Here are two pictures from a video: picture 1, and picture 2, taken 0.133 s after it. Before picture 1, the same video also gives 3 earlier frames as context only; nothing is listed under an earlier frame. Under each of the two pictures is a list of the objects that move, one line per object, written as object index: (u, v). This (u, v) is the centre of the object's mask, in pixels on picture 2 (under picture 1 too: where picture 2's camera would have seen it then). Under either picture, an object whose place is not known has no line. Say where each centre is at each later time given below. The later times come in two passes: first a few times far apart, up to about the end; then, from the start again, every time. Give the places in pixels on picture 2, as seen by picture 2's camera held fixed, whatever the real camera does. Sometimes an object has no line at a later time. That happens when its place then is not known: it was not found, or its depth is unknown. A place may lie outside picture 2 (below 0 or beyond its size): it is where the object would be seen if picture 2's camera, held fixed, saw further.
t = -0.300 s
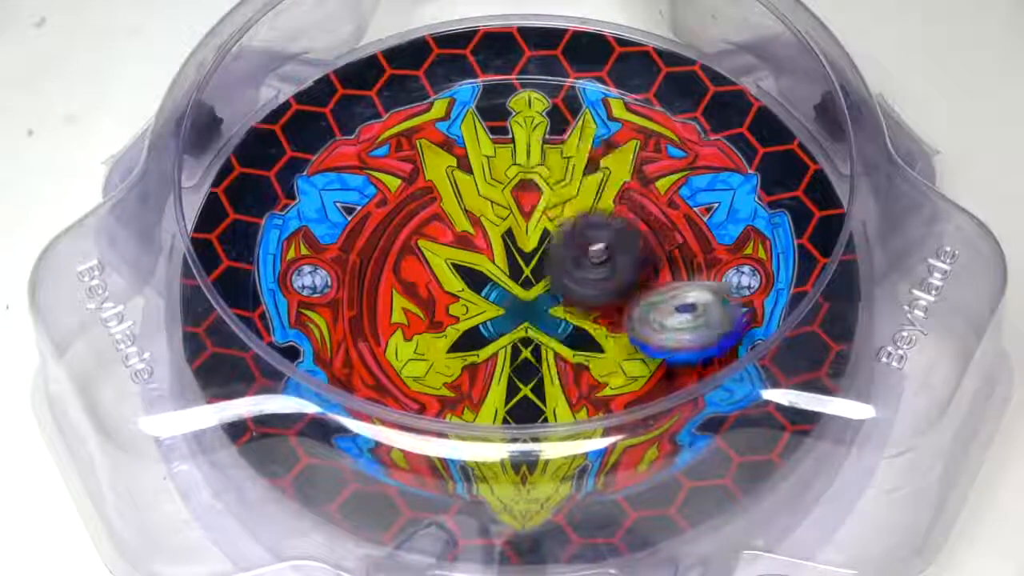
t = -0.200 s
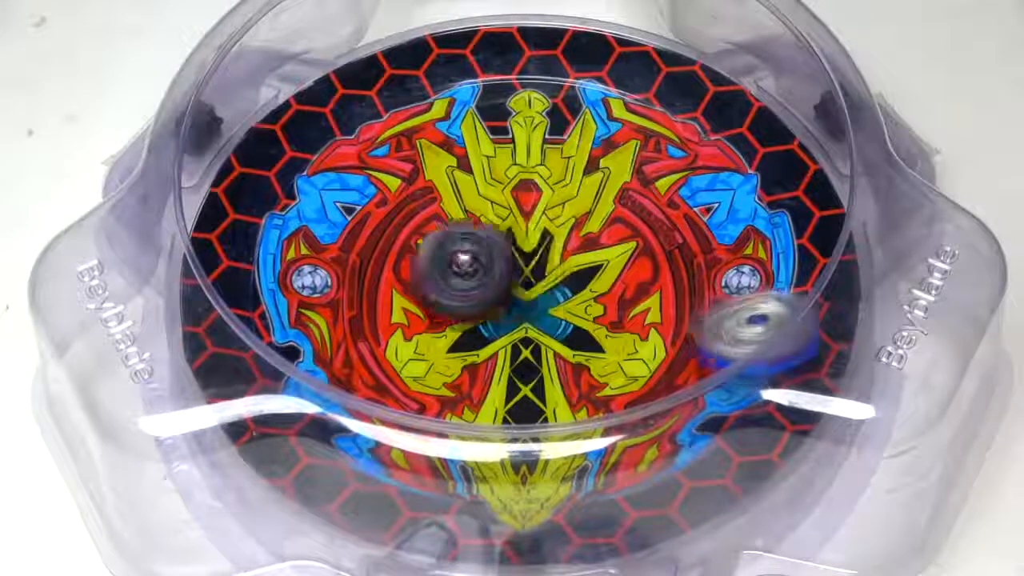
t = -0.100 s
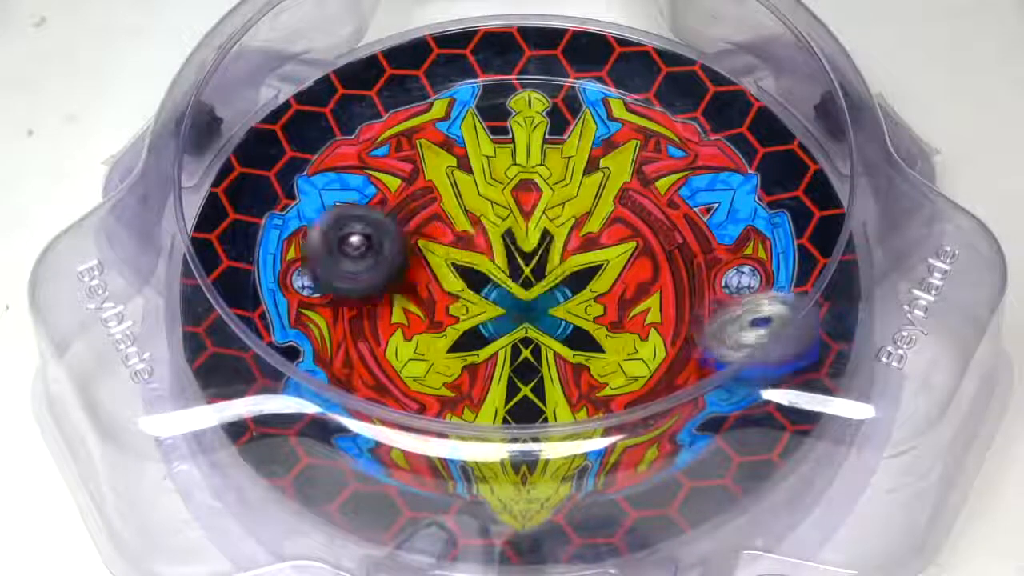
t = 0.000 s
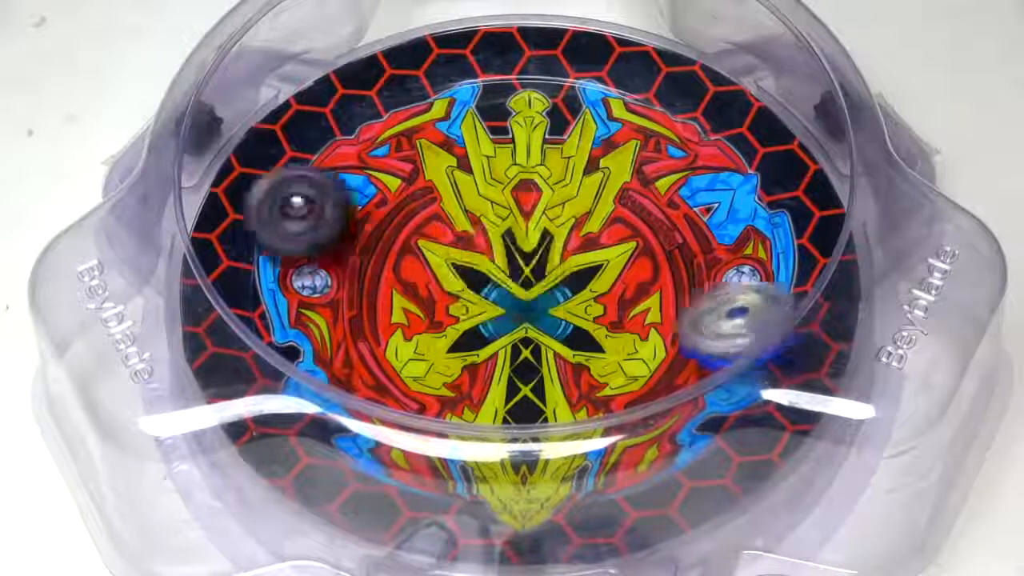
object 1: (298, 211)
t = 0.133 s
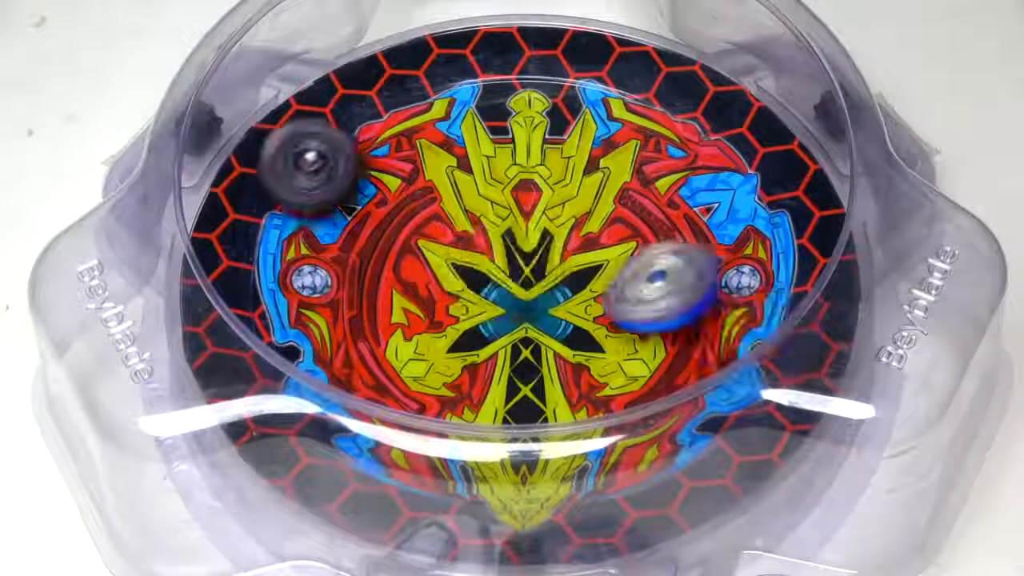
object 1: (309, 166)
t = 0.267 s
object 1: (371, 151)
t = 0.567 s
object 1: (448, 236)
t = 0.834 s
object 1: (451, 366)
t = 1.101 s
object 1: (380, 364)
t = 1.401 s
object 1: (434, 346)
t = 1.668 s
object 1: (557, 376)
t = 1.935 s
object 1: (601, 373)
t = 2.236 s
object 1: (586, 323)
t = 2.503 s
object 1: (614, 252)
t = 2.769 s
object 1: (681, 228)
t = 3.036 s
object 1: (609, 259)
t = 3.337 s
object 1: (579, 46)
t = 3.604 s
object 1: (536, 41)
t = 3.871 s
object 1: (477, 143)
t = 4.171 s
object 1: (378, 282)
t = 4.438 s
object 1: (278, 289)
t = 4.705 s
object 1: (437, 304)
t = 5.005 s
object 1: (418, 345)
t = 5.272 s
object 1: (409, 350)
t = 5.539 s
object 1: (502, 319)
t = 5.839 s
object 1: (631, 297)
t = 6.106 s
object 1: (663, 285)
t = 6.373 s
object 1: (611, 256)
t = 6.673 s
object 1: (531, 215)
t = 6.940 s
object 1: (503, 207)
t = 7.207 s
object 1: (482, 258)
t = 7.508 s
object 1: (443, 334)
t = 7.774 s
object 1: (440, 346)
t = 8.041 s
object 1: (487, 325)
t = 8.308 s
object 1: (573, 323)
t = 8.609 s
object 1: (618, 283)
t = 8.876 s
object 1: (602, 244)
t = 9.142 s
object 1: (559, 219)
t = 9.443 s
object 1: (515, 231)
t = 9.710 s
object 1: (481, 284)
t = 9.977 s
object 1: (448, 332)
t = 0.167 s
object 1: (323, 161)
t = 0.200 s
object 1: (335, 157)
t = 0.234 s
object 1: (356, 152)
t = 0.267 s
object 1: (371, 151)
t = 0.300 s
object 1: (384, 148)
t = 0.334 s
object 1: (405, 149)
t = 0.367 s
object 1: (418, 152)
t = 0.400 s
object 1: (429, 159)
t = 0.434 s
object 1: (429, 171)
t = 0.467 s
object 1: (432, 184)
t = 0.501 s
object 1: (435, 199)
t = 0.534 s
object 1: (442, 221)
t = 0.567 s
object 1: (448, 236)
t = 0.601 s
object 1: (456, 253)
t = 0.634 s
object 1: (461, 277)
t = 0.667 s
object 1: (466, 295)
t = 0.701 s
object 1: (467, 310)
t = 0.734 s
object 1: (467, 330)
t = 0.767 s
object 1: (463, 345)
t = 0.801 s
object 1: (460, 355)
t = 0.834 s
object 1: (451, 366)
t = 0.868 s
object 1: (445, 370)
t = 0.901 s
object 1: (436, 374)
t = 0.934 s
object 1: (423, 375)
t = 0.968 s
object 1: (413, 375)
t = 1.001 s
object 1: (406, 375)
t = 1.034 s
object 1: (392, 372)
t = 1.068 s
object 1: (385, 368)
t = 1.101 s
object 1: (380, 364)
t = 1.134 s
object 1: (372, 357)
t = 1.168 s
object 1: (370, 351)
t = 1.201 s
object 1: (369, 341)
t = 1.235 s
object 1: (377, 329)
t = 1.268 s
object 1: (383, 318)
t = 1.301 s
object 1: (390, 323)
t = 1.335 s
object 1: (407, 332)
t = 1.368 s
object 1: (421, 338)
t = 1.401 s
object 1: (434, 346)
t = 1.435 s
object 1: (451, 357)
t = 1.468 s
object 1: (466, 360)
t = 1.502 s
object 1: (480, 363)
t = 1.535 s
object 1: (500, 365)
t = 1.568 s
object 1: (515, 367)
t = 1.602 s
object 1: (529, 373)
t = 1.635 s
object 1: (547, 376)
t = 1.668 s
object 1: (557, 376)
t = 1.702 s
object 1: (566, 376)
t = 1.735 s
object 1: (579, 376)
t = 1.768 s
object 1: (586, 376)
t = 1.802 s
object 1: (590, 374)
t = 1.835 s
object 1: (597, 374)
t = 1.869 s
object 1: (599, 374)
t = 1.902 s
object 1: (601, 373)
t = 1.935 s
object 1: (601, 373)
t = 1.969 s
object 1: (601, 372)
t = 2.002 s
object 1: (597, 368)
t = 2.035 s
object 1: (595, 365)
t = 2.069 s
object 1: (593, 361)
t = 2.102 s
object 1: (588, 353)
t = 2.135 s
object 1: (587, 348)
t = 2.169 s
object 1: (586, 342)
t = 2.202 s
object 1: (585, 333)
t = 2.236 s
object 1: (586, 323)
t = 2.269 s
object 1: (585, 316)
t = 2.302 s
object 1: (585, 307)
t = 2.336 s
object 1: (587, 298)
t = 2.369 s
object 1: (589, 288)
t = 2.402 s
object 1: (594, 277)
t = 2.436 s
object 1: (601, 269)
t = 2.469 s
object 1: (605, 261)
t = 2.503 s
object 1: (614, 252)
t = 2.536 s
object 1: (622, 246)
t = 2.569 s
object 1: (629, 239)
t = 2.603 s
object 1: (638, 233)
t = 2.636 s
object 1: (646, 230)
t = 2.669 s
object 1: (654, 227)
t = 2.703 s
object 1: (665, 226)
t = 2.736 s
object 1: (672, 226)
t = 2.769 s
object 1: (681, 228)
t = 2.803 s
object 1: (683, 238)
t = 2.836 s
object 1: (681, 244)
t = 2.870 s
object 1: (676, 248)
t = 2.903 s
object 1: (666, 256)
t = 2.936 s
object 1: (657, 258)
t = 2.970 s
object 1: (642, 259)
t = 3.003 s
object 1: (622, 260)
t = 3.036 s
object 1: (609, 259)
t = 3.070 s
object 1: (603, 227)
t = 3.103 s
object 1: (596, 182)
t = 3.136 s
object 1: (589, 151)
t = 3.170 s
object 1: (585, 126)
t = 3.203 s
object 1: (582, 97)
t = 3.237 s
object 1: (579, 80)
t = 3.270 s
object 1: (581, 63)
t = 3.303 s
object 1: (580, 51)
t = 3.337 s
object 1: (579, 46)
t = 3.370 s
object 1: (575, 41)
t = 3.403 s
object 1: (571, 39)
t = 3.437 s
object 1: (567, 37)
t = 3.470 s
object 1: (564, 37)
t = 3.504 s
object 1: (558, 37)
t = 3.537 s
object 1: (554, 37)
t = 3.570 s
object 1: (545, 38)
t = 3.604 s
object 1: (536, 41)
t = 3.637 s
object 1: (529, 44)
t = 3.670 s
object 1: (520, 51)
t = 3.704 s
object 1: (512, 64)
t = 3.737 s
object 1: (508, 78)
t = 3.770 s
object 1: (500, 93)
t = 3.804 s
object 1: (489, 111)
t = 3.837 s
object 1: (484, 126)
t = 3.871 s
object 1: (477, 143)
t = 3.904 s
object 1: (467, 165)
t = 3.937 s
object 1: (459, 182)
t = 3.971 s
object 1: (452, 200)
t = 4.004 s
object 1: (444, 224)
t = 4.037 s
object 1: (441, 242)
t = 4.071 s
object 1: (437, 258)
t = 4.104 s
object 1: (415, 269)
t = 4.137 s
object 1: (395, 277)
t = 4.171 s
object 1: (378, 282)
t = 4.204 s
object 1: (349, 287)
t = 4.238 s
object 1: (333, 291)
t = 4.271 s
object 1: (315, 293)
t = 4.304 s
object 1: (296, 293)
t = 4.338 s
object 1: (284, 294)
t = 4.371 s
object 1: (274, 291)
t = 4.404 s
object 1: (273, 290)
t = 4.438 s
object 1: (278, 289)
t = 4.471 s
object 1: (286, 289)
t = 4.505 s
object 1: (308, 287)
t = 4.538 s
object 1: (326, 286)
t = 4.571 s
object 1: (343, 285)
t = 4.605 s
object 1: (370, 289)
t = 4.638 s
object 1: (392, 292)
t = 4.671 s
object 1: (411, 297)
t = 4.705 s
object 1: (437, 304)
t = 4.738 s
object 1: (456, 311)
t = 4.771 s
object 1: (439, 318)
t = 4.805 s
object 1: (422, 325)
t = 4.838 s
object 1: (412, 331)
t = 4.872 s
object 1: (408, 338)
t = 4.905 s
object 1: (402, 342)
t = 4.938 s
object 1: (403, 343)
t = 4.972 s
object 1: (408, 344)
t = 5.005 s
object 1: (418, 345)
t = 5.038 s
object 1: (427, 345)
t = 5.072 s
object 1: (439, 346)
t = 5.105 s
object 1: (451, 348)
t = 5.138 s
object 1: (436, 350)
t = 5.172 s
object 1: (417, 357)
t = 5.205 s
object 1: (410, 354)
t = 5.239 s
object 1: (407, 353)
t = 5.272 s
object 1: (409, 350)
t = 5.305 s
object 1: (413, 346)
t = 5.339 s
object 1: (420, 340)
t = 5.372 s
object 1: (433, 335)
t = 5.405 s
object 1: (446, 332)
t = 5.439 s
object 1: (457, 328)
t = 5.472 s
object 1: (475, 323)
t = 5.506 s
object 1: (488, 322)
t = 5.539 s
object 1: (502, 319)
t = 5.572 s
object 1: (522, 314)
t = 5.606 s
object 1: (536, 313)
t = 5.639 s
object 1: (551, 311)
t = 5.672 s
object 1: (569, 307)
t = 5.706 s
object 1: (583, 305)
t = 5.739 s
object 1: (595, 303)
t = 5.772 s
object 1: (611, 302)
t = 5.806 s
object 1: (622, 299)
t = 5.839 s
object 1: (631, 297)
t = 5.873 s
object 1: (642, 297)
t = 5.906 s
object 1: (650, 296)
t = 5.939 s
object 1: (656, 294)
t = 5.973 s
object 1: (663, 293)
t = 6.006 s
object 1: (664, 292)
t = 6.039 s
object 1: (665, 289)
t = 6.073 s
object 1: (664, 287)
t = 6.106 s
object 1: (663, 285)
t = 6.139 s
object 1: (660, 283)
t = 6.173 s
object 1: (653, 278)
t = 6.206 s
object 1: (647, 277)
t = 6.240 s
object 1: (642, 274)
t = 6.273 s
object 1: (635, 271)
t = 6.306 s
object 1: (628, 265)
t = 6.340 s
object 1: (619, 262)
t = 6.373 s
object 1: (611, 256)
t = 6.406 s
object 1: (604, 254)
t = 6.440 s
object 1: (594, 249)
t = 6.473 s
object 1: (584, 244)
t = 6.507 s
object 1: (573, 240)
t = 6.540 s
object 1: (564, 237)
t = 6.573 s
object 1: (553, 232)
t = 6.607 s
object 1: (544, 226)
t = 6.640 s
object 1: (538, 222)
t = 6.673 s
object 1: (531, 215)
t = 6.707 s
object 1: (526, 210)
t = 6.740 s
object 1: (522, 206)
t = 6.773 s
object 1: (518, 203)
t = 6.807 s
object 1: (514, 202)
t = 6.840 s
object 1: (512, 202)
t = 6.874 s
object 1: (508, 203)
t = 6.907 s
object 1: (506, 205)
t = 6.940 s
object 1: (503, 207)
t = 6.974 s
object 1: (499, 212)
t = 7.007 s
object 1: (498, 215)
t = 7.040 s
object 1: (495, 220)
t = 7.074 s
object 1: (492, 227)
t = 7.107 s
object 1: (489, 234)
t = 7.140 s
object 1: (486, 241)
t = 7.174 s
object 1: (483, 250)
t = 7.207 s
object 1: (482, 258)
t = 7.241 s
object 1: (480, 267)
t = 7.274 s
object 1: (475, 280)
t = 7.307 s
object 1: (473, 287)
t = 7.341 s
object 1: (469, 297)
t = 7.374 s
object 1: (462, 308)
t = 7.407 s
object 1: (458, 314)
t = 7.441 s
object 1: (455, 320)
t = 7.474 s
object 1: (447, 328)
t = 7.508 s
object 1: (443, 334)
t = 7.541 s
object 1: (438, 338)
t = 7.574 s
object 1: (434, 344)
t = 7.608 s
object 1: (433, 345)
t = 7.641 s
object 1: (433, 346)
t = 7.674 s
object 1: (433, 346)
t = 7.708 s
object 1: (434, 346)
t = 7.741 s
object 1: (434, 346)
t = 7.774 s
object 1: (440, 346)
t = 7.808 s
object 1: (442, 345)
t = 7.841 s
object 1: (446, 343)
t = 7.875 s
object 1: (453, 342)
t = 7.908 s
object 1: (458, 340)
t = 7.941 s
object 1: (464, 337)
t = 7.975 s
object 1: (473, 334)
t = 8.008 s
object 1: (481, 329)
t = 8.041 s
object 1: (487, 325)
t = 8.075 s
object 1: (500, 319)
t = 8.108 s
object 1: (512, 320)
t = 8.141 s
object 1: (525, 326)
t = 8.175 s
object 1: (540, 330)
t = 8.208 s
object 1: (549, 330)
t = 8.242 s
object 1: (557, 329)
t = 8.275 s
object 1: (565, 327)
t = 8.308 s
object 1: (573, 323)
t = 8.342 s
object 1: (578, 319)
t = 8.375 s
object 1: (588, 315)
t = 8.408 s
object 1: (593, 312)
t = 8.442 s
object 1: (598, 307)
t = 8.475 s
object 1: (603, 302)
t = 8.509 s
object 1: (607, 298)
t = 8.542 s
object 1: (613, 292)
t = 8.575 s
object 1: (616, 286)
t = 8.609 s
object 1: (618, 283)
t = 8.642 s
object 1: (617, 276)
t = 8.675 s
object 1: (618, 273)
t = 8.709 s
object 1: (617, 268)
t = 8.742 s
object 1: (615, 262)
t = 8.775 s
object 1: (614, 259)
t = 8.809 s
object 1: (611, 253)
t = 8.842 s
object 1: (607, 248)
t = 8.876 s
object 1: (602, 244)
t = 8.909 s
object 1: (599, 241)
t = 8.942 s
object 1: (592, 235)
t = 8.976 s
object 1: (587, 232)
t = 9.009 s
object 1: (584, 230)
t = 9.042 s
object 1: (576, 226)
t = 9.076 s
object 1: (572, 225)
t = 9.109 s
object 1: (567, 224)
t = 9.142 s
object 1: (559, 219)
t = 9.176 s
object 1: (552, 218)
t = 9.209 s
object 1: (548, 218)
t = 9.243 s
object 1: (542, 217)
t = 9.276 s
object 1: (537, 218)
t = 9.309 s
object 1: (533, 219)
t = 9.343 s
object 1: (527, 221)
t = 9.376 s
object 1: (523, 223)
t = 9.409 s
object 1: (519, 227)
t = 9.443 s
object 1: (515, 231)
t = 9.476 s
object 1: (511, 234)
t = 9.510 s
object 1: (505, 241)
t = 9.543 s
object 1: (499, 249)
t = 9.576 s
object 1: (496, 255)
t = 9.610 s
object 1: (493, 260)
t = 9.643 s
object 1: (486, 270)
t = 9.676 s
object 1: (484, 277)
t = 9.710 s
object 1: (481, 284)
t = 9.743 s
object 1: (475, 293)
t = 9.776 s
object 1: (471, 300)
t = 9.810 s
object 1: (466, 306)
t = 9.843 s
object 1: (463, 312)
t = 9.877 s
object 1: (458, 318)
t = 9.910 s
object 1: (455, 323)
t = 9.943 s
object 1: (451, 329)
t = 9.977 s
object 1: (448, 332)
